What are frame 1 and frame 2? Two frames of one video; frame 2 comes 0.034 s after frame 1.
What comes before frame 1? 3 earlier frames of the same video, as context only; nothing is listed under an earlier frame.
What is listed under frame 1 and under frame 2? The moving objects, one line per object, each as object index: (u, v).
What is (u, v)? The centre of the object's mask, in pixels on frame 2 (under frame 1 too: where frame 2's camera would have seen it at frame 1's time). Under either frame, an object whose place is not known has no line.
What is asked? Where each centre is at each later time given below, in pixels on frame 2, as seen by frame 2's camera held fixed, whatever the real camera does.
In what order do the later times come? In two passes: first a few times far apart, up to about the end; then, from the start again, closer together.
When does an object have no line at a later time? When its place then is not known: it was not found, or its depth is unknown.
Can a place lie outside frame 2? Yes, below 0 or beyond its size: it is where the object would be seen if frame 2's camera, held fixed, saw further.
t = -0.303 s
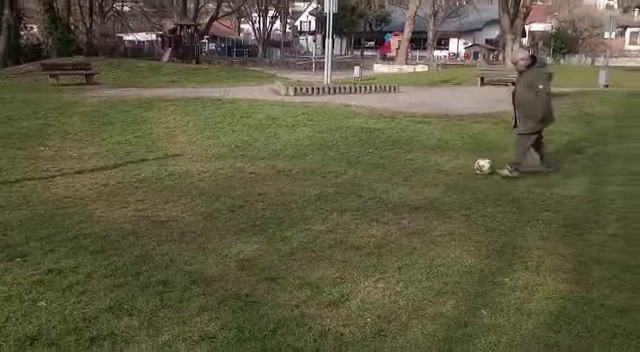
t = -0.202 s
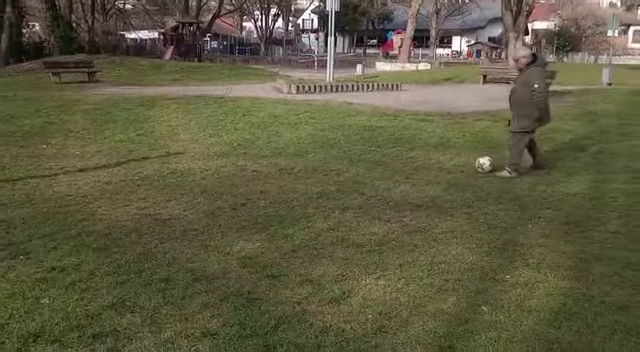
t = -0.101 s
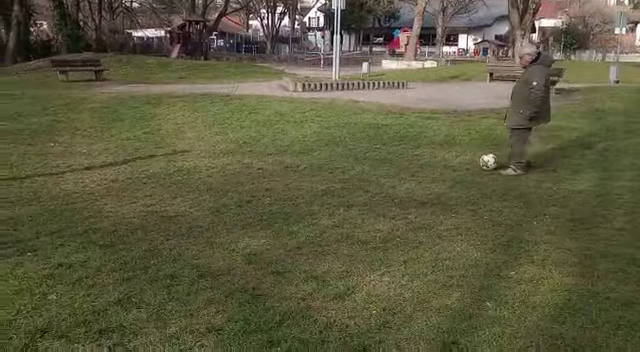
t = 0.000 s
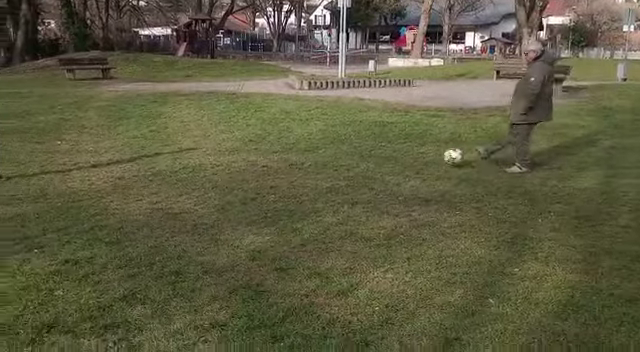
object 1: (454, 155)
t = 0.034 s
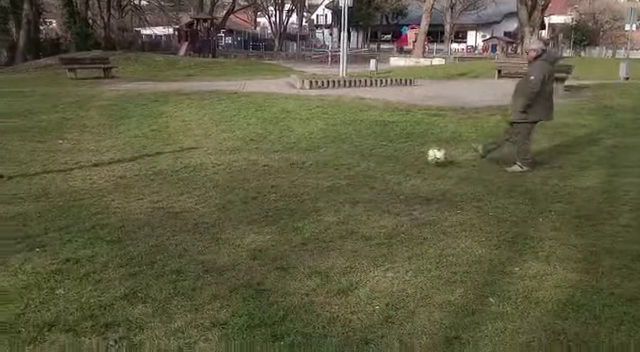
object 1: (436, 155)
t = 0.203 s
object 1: (352, 159)
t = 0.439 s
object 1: (258, 165)
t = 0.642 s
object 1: (196, 168)
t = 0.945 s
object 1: (103, 172)
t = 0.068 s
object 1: (418, 156)
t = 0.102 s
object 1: (399, 158)
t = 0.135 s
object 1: (381, 161)
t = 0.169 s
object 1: (366, 160)
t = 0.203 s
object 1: (352, 159)
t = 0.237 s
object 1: (338, 158)
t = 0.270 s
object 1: (324, 158)
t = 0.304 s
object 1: (311, 159)
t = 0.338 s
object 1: (297, 162)
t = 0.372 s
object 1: (282, 165)
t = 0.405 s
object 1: (270, 164)
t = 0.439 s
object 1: (258, 165)
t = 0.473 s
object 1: (250, 165)
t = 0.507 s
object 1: (238, 167)
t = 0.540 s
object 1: (228, 167)
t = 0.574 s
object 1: (217, 168)
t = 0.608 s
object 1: (208, 168)
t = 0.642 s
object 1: (196, 168)
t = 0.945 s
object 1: (103, 172)
